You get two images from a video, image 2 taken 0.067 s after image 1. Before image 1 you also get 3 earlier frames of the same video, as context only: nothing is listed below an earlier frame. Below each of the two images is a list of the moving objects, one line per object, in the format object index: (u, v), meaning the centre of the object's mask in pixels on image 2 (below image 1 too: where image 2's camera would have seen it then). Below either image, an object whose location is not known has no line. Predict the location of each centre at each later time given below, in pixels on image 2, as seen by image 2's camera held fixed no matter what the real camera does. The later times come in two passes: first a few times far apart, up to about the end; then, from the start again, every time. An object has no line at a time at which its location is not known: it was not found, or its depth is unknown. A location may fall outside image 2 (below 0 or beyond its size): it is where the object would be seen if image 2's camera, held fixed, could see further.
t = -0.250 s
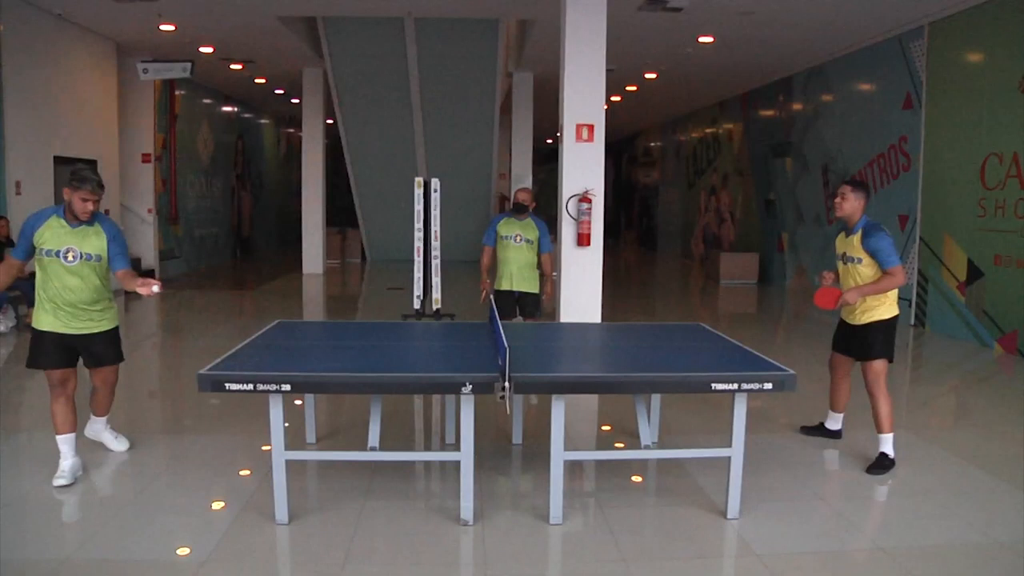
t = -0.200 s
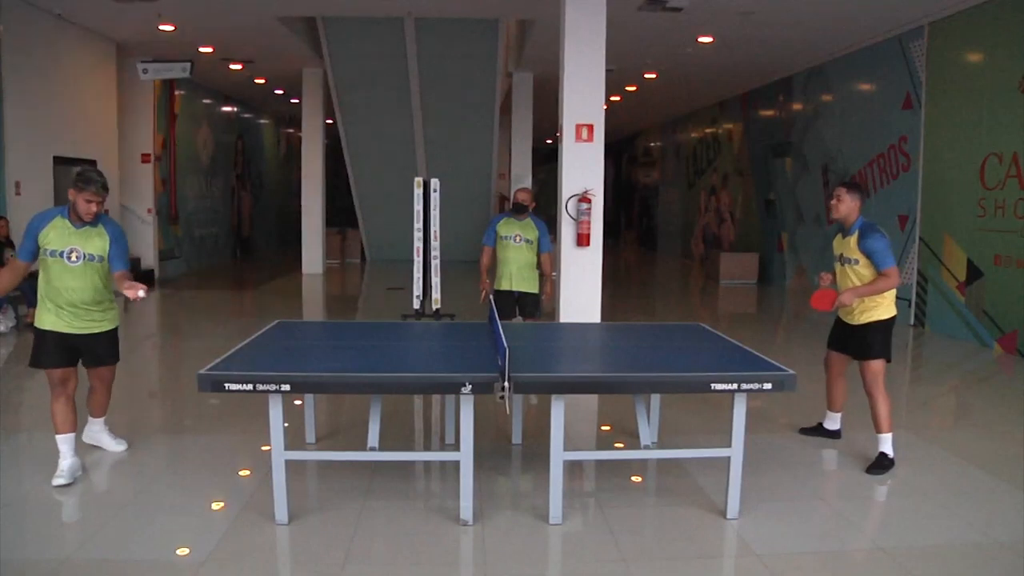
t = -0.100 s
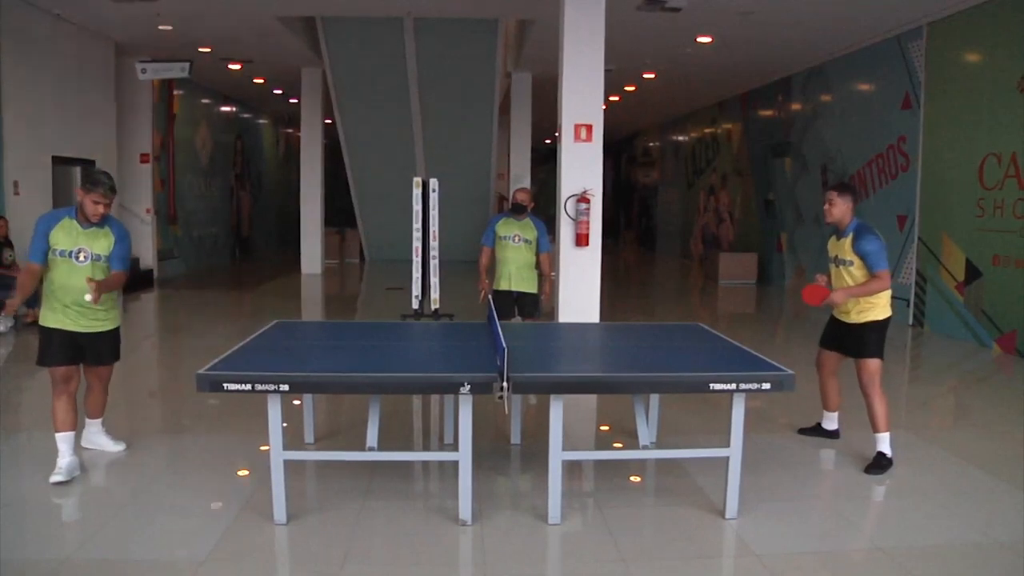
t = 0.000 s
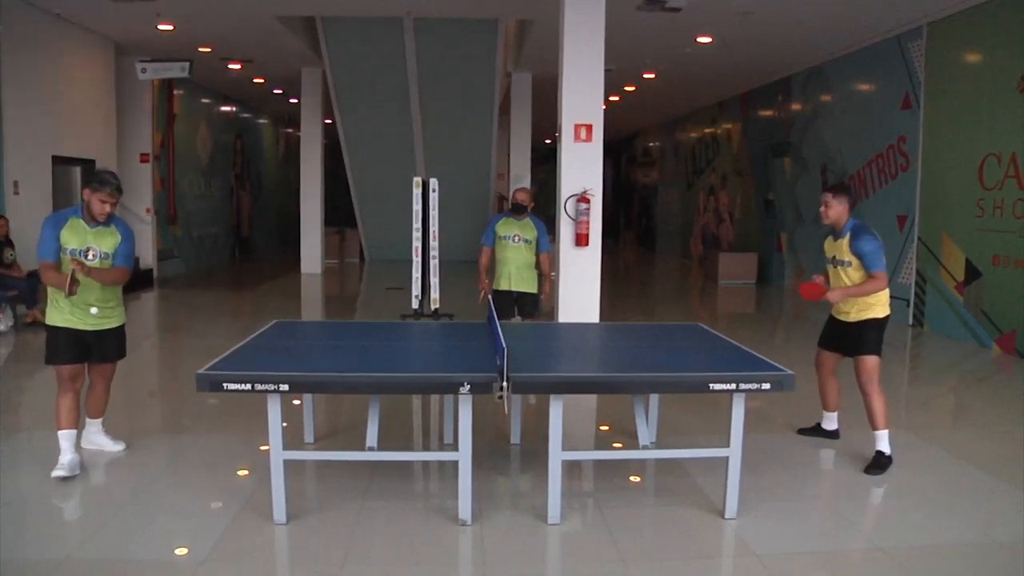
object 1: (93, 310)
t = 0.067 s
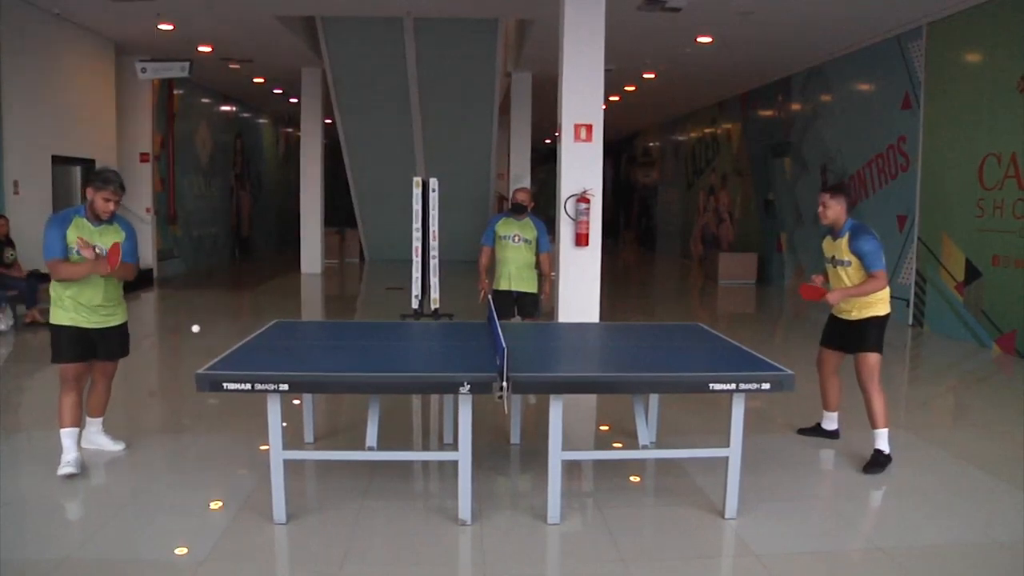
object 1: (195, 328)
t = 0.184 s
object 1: (338, 318)
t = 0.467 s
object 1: (605, 333)
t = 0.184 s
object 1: (338, 318)
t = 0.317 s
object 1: (476, 304)
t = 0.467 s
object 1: (605, 333)
